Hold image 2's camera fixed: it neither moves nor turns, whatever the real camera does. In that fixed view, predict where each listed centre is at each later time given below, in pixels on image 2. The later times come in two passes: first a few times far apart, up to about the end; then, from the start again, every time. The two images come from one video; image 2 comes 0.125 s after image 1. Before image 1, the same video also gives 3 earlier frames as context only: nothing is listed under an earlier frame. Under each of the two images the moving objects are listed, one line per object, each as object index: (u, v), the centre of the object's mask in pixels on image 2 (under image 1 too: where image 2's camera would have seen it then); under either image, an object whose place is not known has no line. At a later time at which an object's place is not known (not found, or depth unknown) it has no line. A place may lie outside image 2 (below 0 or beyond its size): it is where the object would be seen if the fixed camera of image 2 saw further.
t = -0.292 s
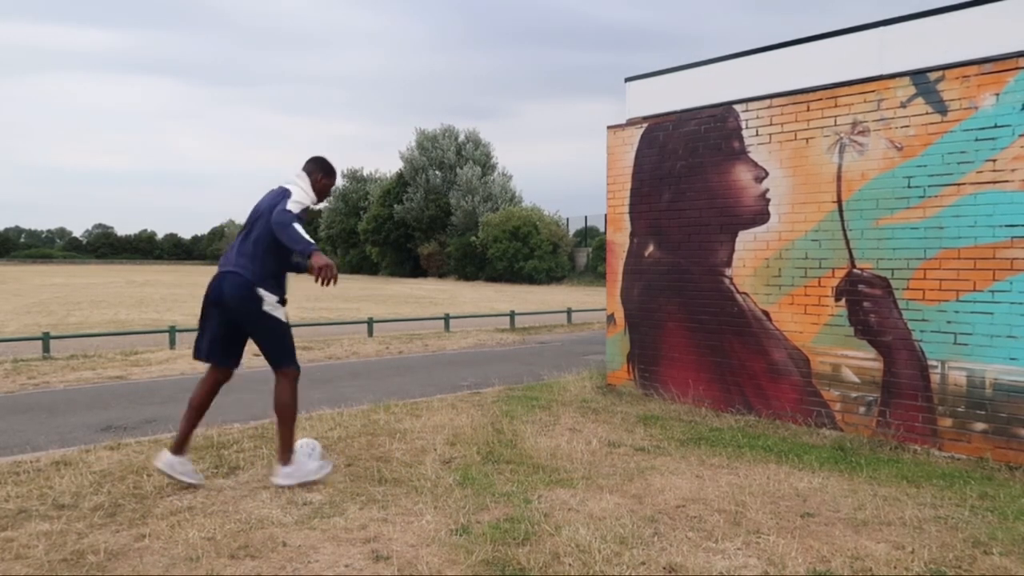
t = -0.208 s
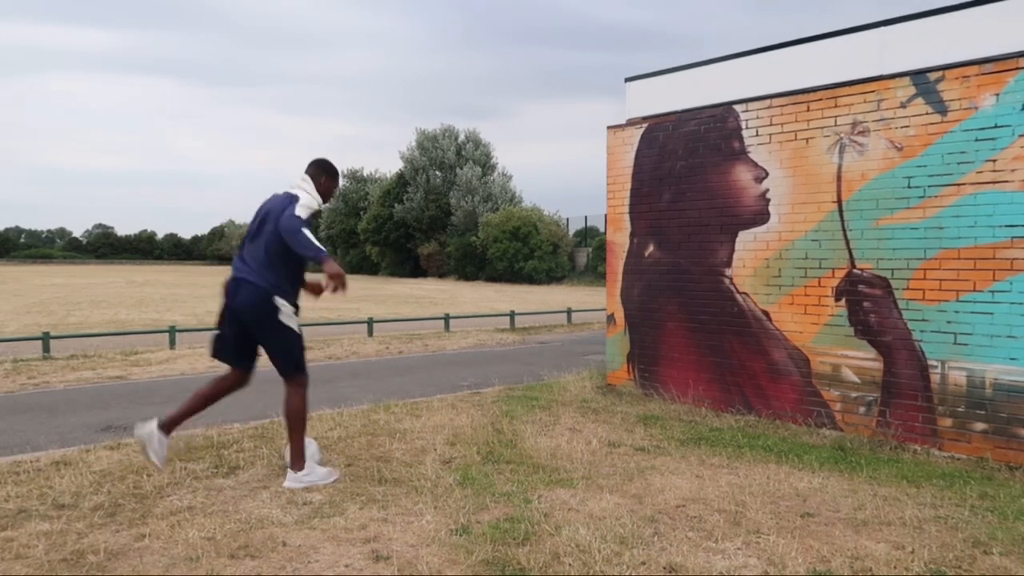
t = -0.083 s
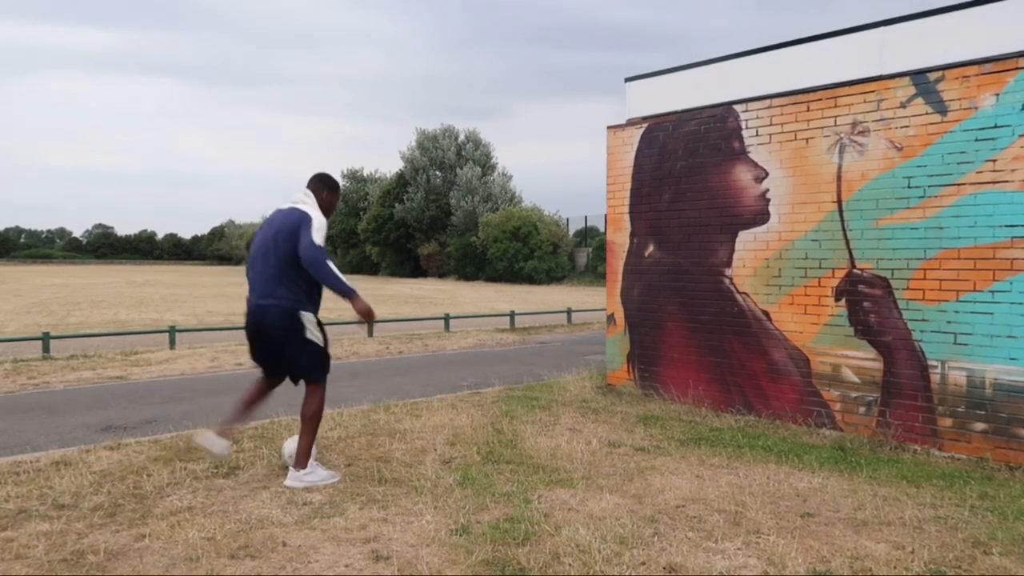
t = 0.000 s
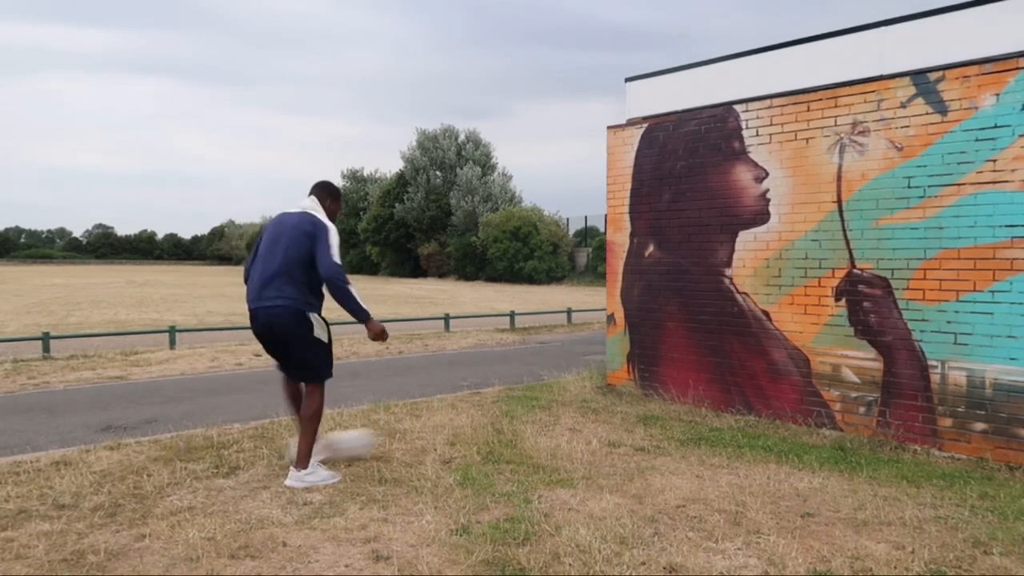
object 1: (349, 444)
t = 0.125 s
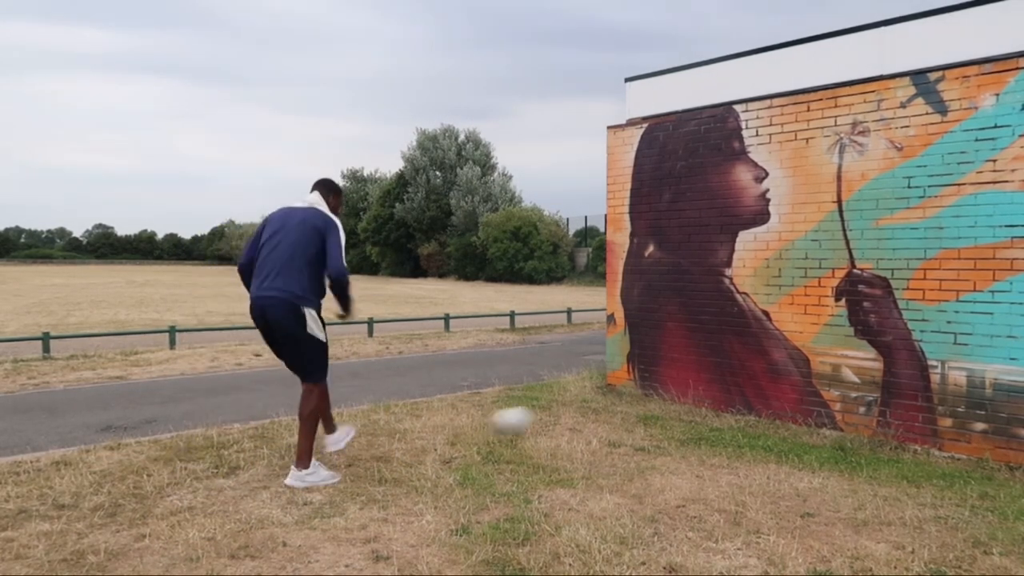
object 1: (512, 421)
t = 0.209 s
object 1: (596, 410)
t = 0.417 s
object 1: (652, 396)
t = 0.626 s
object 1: (529, 424)
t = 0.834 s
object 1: (416, 420)
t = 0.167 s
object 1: (556, 415)
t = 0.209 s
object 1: (596, 410)
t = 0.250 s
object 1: (631, 408)
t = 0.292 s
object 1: (662, 402)
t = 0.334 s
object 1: (687, 398)
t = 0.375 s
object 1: (673, 396)
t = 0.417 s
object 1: (652, 396)
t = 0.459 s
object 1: (630, 397)
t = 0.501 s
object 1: (608, 401)
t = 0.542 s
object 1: (584, 406)
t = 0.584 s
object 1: (557, 418)
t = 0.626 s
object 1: (529, 424)
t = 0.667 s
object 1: (509, 422)
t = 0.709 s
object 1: (488, 418)
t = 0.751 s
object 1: (467, 416)
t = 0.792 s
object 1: (444, 417)
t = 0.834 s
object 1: (416, 420)
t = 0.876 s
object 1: (391, 426)
